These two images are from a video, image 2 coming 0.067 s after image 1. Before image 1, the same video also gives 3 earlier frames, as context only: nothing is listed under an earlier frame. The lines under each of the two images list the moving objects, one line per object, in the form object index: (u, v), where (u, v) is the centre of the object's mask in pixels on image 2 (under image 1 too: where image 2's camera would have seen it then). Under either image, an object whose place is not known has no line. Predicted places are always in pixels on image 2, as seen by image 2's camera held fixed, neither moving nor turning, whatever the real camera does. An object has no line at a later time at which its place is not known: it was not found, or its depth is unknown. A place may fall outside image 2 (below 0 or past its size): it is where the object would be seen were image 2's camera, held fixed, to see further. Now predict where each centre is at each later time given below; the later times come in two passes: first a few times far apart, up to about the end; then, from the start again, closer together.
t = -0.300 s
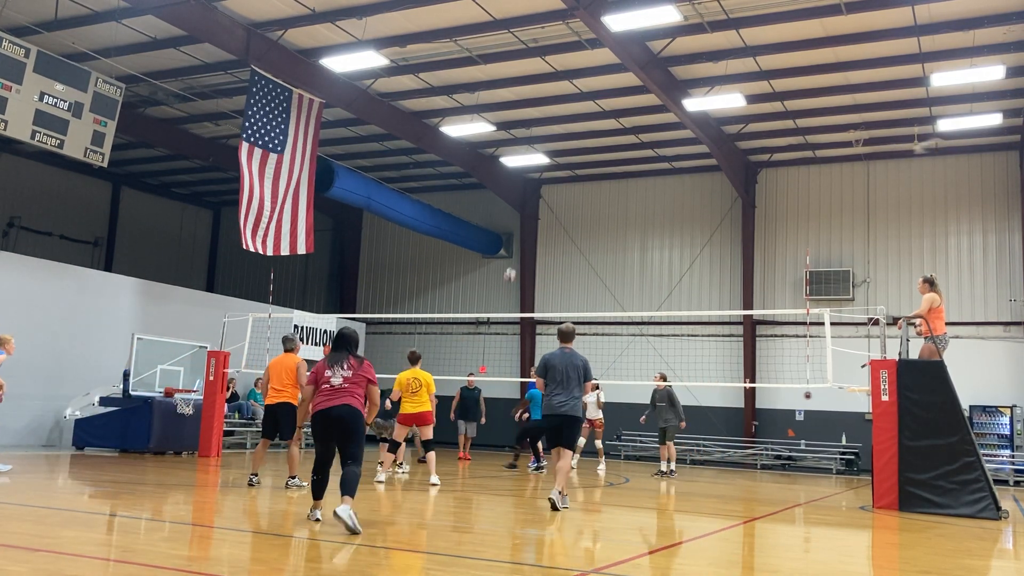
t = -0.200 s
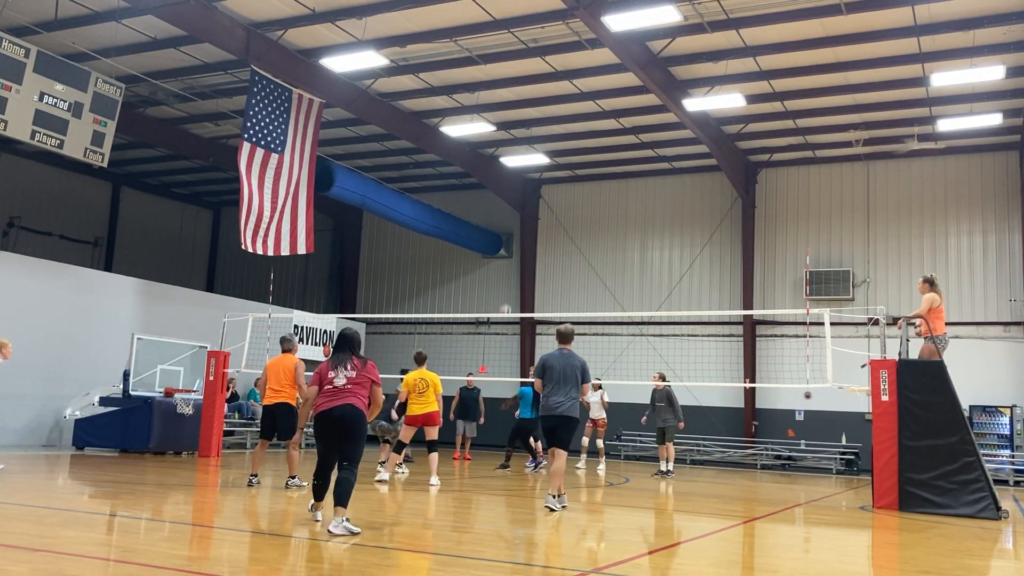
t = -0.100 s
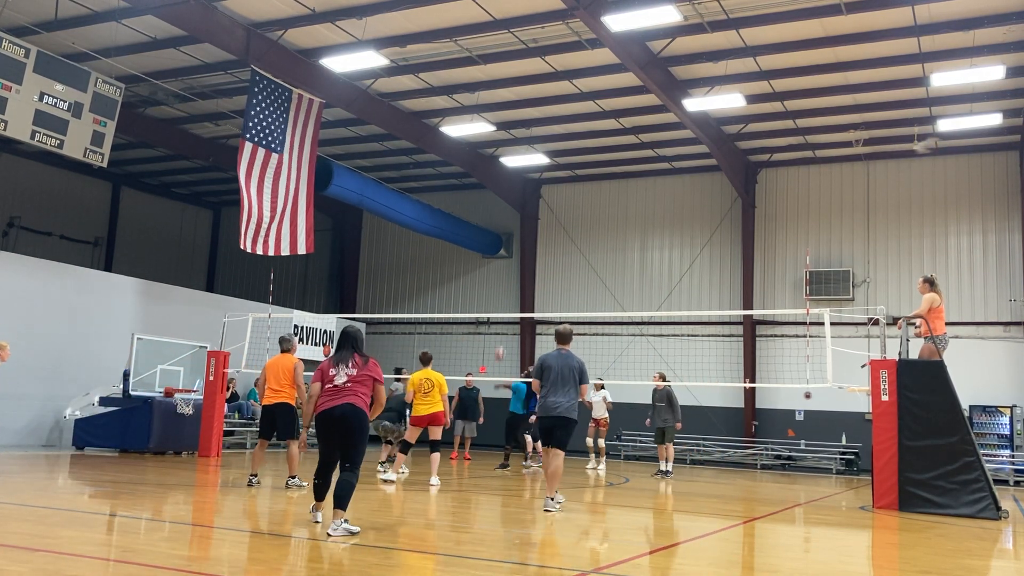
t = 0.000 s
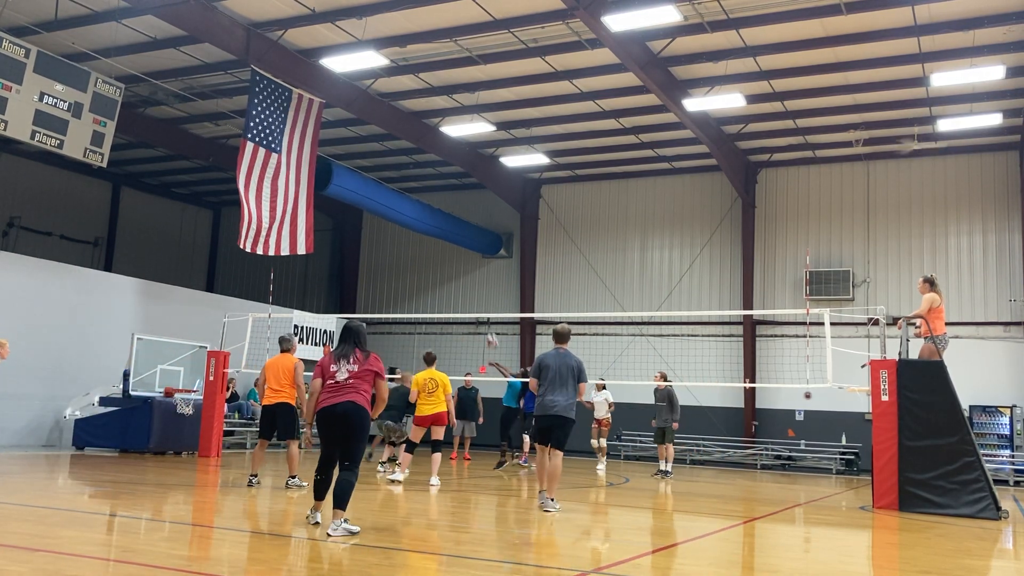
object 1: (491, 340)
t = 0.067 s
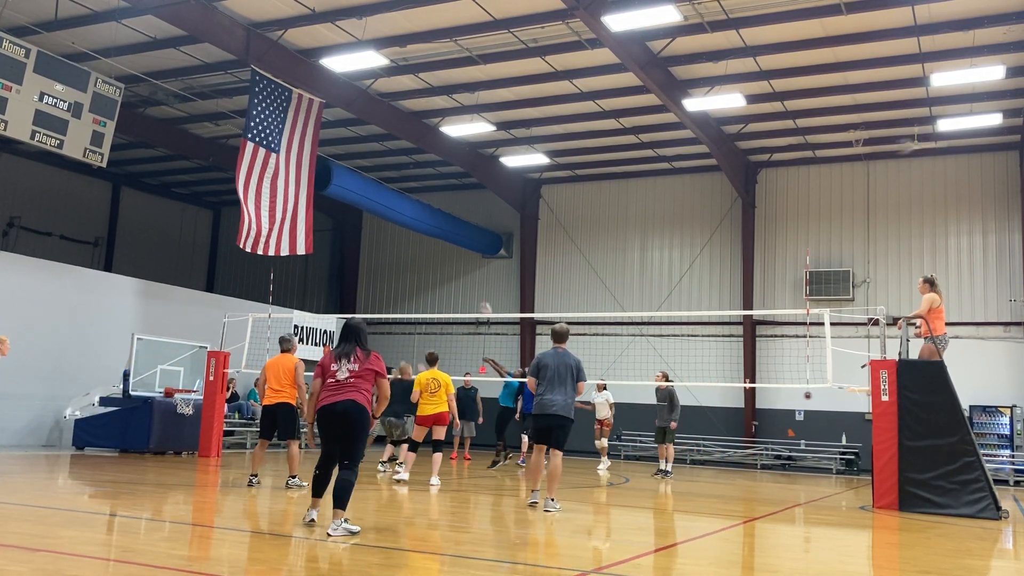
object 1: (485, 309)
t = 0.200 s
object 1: (471, 254)
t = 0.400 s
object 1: (443, 178)
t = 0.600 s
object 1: (407, 118)
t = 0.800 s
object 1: (360, 80)
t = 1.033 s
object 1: (278, 76)
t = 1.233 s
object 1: (172, 137)
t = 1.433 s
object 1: (12, 308)
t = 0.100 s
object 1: (482, 295)
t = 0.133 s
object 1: (479, 282)
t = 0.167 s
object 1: (475, 267)
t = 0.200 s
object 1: (471, 254)
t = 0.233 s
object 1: (467, 240)
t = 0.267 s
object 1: (462, 227)
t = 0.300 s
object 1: (458, 214)
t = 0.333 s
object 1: (453, 202)
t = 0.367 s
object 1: (448, 189)
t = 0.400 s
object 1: (443, 178)
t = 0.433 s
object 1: (437, 166)
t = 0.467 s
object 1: (433, 157)
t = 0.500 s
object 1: (426, 146)
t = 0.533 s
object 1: (420, 136)
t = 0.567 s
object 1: (414, 127)
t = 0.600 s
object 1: (407, 118)
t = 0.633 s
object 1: (400, 110)
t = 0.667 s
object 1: (393, 103)
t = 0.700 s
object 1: (385, 96)
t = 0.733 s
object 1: (377, 90)
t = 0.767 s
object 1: (368, 84)
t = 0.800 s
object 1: (360, 80)
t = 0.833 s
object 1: (350, 77)
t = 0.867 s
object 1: (339, 74)
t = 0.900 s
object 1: (327, 72)
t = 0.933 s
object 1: (316, 71)
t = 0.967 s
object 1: (304, 72)
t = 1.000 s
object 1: (292, 73)
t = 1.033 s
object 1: (278, 76)
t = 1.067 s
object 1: (263, 81)
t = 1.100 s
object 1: (248, 88)
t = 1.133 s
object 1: (231, 97)
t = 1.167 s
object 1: (213, 108)
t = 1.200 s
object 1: (193, 121)
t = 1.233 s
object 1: (172, 137)
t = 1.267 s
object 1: (150, 156)
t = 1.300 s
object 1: (125, 178)
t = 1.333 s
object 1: (98, 204)
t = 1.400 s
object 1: (38, 268)
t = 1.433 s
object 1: (12, 308)
